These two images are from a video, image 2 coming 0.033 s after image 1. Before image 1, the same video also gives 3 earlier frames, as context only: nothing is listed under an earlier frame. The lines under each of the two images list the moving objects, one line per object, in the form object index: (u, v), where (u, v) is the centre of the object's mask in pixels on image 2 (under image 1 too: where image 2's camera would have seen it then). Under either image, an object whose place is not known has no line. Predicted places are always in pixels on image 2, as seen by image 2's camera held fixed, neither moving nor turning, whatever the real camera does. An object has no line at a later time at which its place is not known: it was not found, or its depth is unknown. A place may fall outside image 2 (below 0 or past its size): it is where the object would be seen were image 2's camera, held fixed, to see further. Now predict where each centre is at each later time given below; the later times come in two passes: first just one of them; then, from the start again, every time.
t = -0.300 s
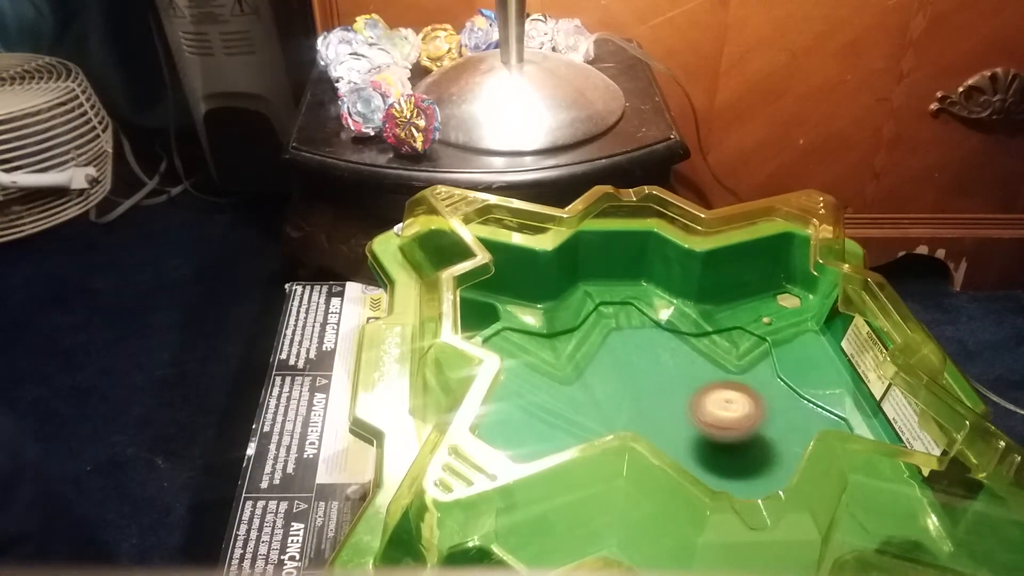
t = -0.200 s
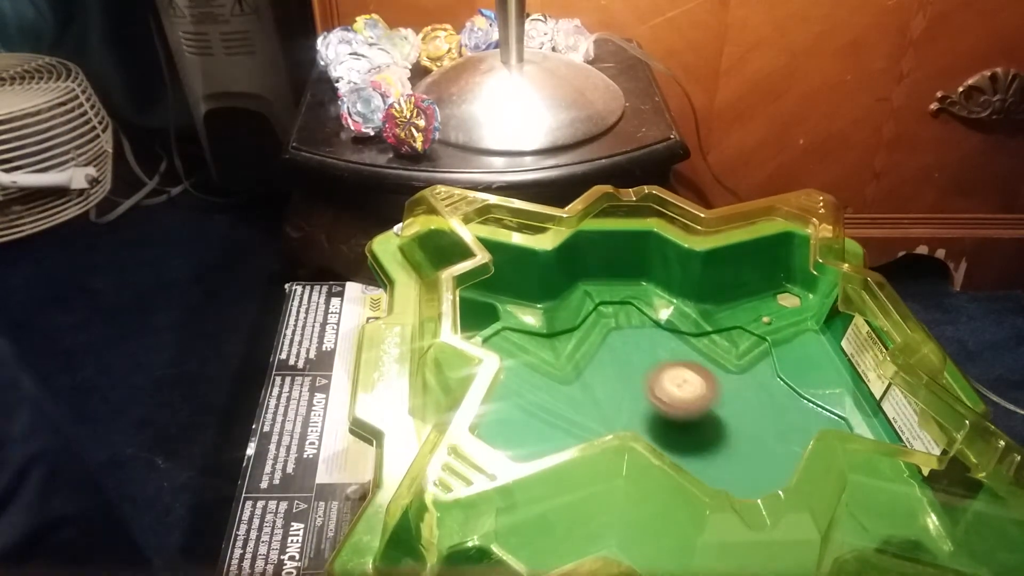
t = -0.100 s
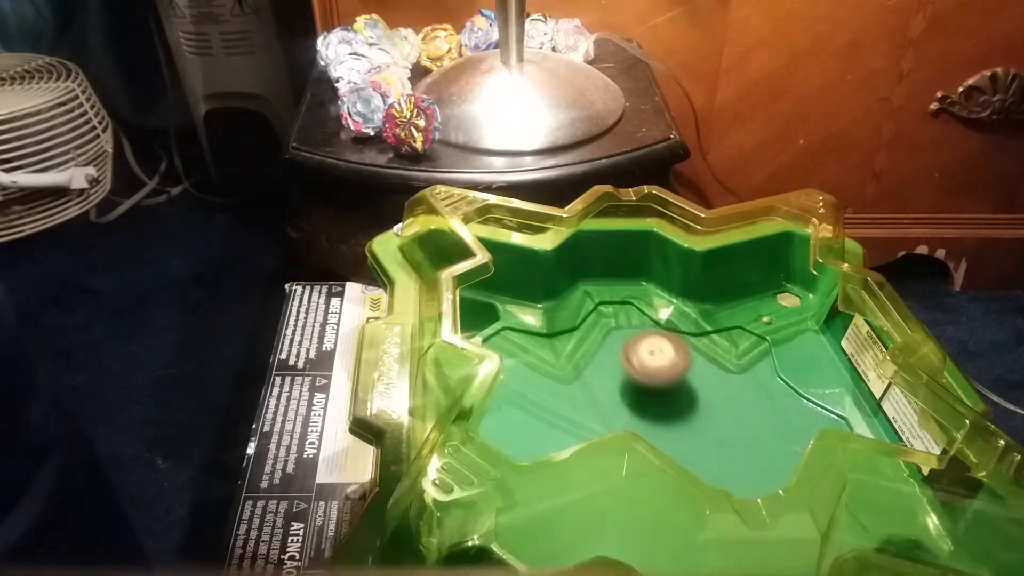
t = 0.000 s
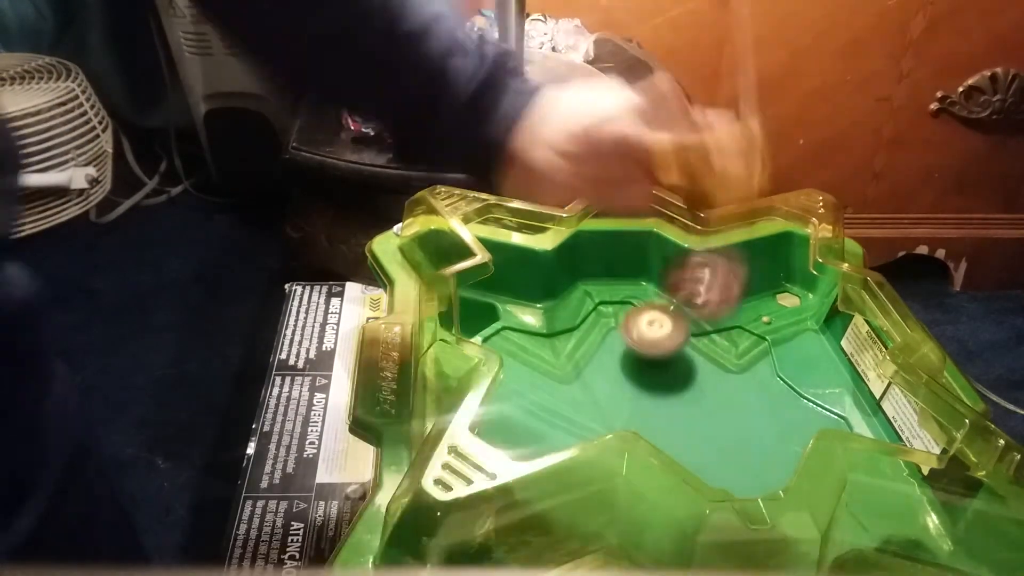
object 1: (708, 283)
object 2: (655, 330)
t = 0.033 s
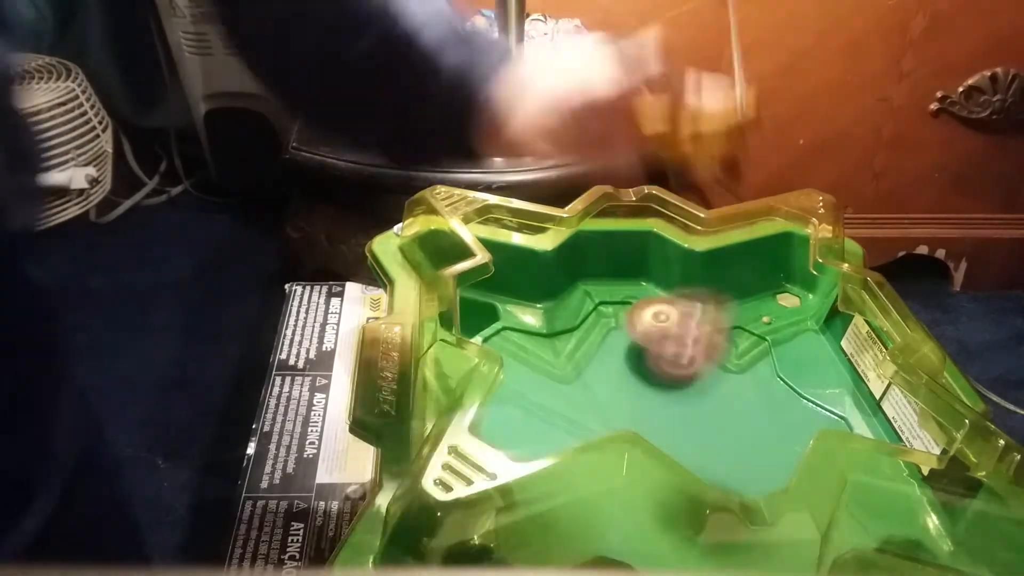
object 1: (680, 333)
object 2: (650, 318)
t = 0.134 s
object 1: (670, 425)
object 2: (677, 319)
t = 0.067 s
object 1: (675, 398)
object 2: (665, 319)
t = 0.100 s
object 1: (672, 424)
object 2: (672, 317)
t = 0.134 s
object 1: (670, 425)
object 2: (677, 319)
